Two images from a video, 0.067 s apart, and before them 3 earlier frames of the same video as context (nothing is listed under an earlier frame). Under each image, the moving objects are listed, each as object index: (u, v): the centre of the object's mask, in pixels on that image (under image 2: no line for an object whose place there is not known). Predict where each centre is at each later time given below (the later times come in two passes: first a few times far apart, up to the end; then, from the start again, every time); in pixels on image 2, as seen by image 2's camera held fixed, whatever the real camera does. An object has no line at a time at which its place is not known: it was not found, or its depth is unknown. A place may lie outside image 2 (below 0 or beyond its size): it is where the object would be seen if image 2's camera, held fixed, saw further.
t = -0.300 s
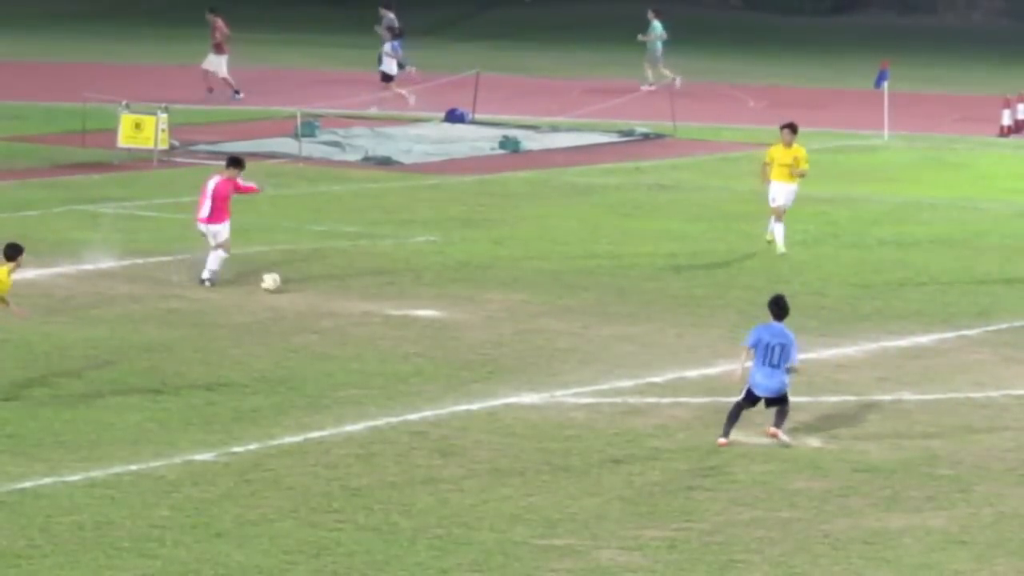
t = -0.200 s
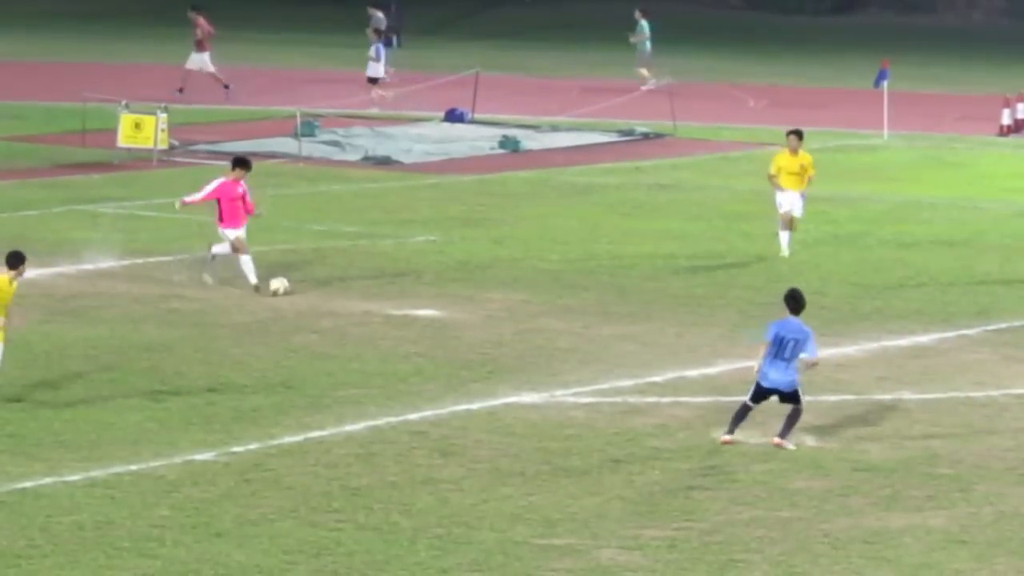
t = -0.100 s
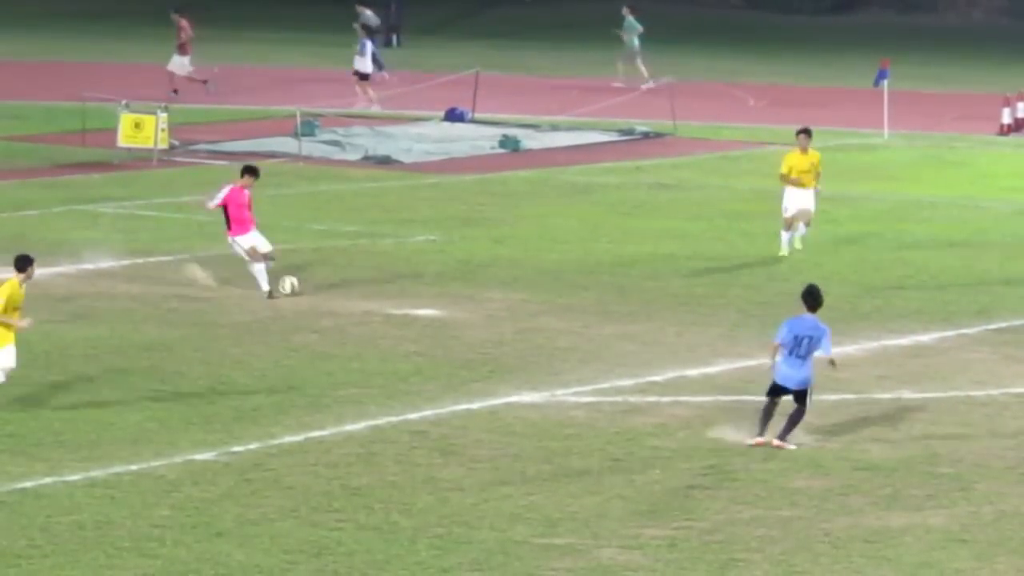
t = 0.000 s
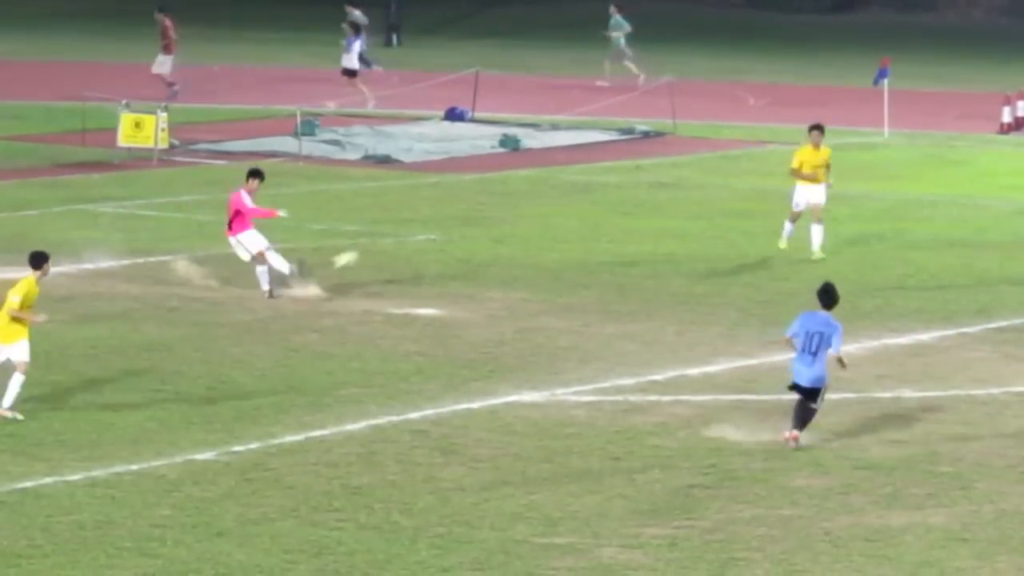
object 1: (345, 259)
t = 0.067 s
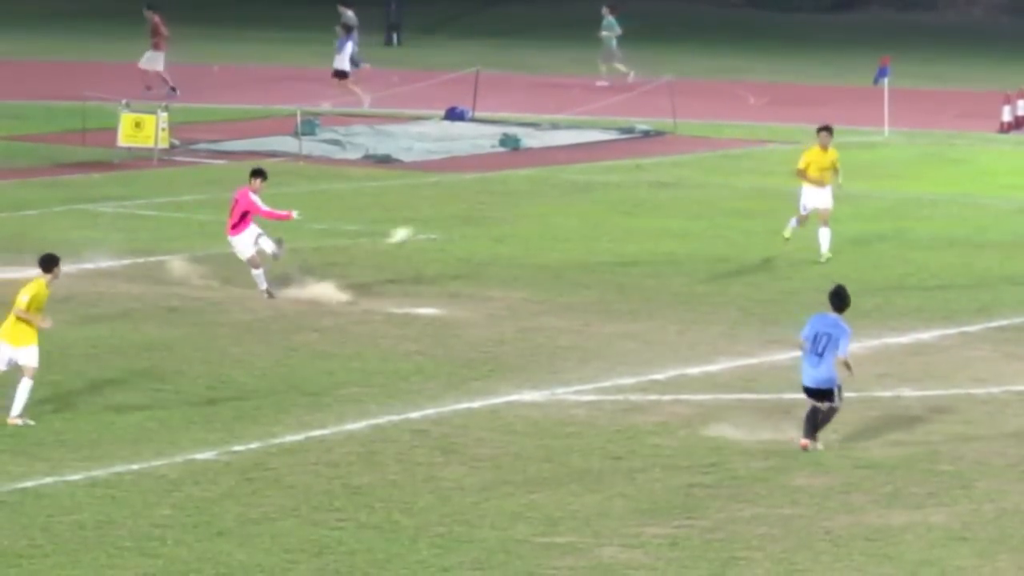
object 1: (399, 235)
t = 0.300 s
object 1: (584, 167)
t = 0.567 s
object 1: (795, 127)
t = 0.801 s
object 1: (985, 129)
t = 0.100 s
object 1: (426, 224)
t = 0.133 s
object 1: (454, 213)
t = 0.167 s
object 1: (479, 203)
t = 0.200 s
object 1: (506, 193)
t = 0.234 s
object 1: (532, 183)
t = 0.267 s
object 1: (558, 175)
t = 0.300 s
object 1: (584, 167)
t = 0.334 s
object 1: (609, 160)
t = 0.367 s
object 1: (637, 152)
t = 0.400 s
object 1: (661, 147)
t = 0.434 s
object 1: (688, 142)
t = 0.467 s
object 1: (715, 137)
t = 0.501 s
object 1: (740, 133)
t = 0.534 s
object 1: (767, 129)
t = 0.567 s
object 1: (795, 127)
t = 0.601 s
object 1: (823, 125)
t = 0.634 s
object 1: (849, 124)
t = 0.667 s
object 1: (877, 123)
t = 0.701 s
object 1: (902, 123)
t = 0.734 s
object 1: (931, 124)
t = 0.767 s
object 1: (957, 126)
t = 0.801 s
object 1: (985, 129)
